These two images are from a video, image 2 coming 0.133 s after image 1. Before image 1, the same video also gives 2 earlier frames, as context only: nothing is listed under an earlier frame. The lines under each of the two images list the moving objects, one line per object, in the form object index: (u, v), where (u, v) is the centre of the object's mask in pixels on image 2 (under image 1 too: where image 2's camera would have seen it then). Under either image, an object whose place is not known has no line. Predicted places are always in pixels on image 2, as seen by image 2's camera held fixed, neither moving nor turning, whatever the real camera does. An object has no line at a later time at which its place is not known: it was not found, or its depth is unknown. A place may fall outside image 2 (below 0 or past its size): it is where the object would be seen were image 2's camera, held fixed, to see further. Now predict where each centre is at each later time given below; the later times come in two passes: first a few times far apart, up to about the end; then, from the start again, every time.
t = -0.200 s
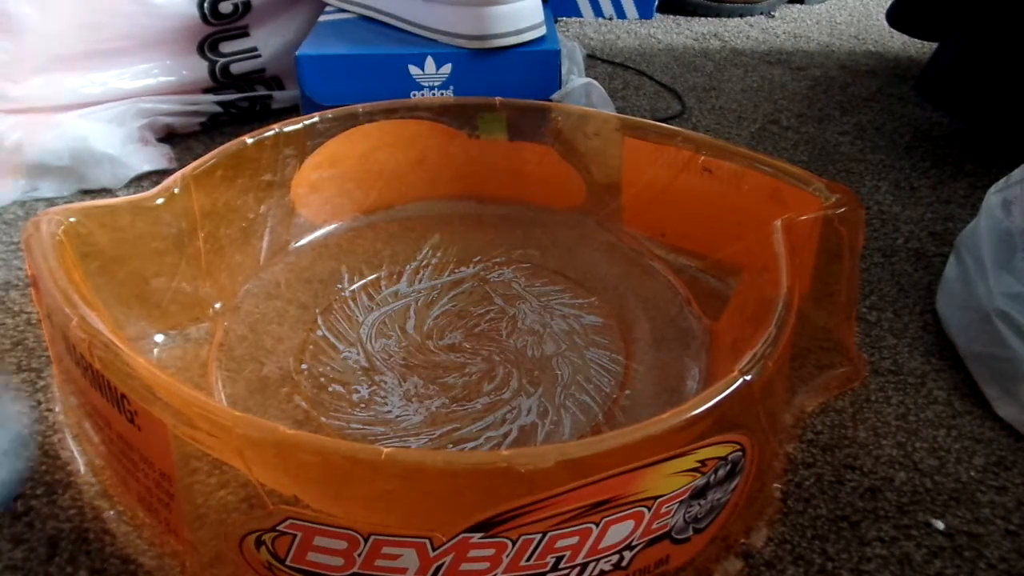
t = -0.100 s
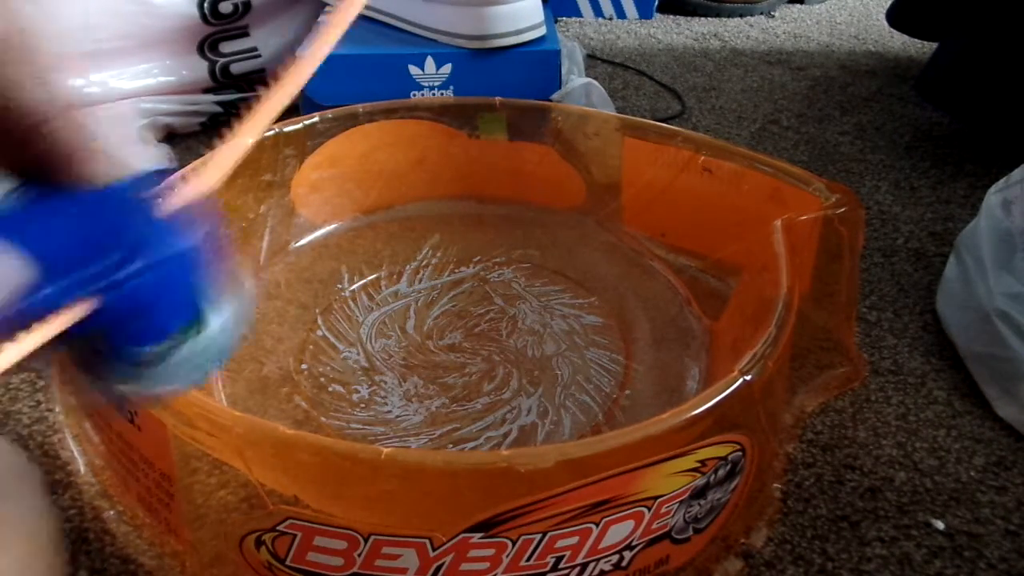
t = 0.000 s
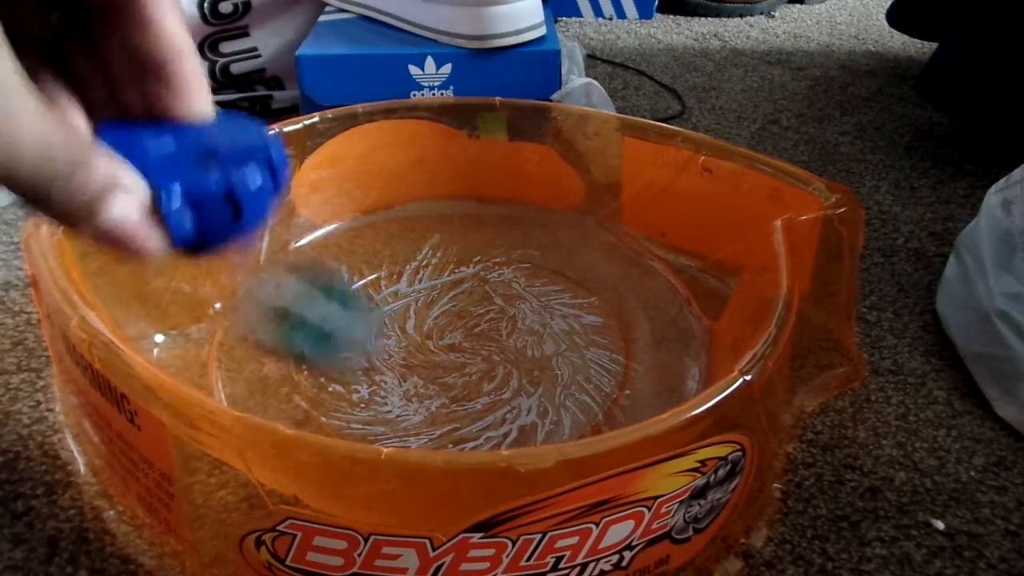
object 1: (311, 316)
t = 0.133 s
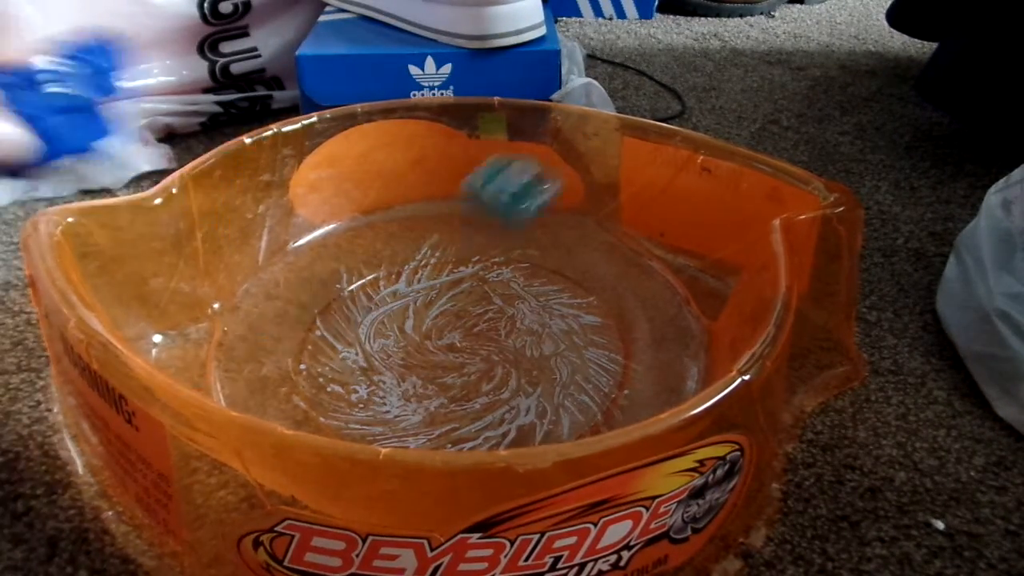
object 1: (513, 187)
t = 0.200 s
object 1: (588, 154)
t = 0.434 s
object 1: (515, 276)
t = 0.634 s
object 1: (497, 304)
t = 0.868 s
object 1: (505, 344)
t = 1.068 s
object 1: (517, 367)
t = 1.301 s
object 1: (514, 382)
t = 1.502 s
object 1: (498, 389)
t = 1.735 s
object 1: (473, 390)
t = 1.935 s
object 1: (447, 377)
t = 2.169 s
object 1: (418, 365)
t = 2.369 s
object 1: (404, 355)
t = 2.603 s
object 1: (398, 340)
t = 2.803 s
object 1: (402, 327)
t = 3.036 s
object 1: (414, 315)
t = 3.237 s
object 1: (427, 306)
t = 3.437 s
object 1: (450, 298)
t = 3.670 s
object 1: (483, 295)
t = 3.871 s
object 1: (499, 298)
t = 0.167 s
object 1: (553, 161)
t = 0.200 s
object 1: (588, 154)
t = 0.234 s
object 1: (619, 166)
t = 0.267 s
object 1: (615, 197)
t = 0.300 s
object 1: (601, 238)
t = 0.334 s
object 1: (581, 242)
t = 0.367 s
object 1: (557, 260)
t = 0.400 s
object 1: (533, 273)
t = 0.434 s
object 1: (515, 276)
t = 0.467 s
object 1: (503, 280)
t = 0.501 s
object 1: (499, 286)
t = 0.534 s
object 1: (497, 289)
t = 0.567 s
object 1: (495, 293)
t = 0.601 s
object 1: (496, 299)
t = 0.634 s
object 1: (497, 304)
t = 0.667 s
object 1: (498, 310)
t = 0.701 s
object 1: (498, 316)
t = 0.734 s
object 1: (500, 321)
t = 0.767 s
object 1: (501, 327)
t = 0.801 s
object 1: (502, 333)
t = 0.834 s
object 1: (503, 340)
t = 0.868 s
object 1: (505, 344)
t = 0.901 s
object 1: (507, 348)
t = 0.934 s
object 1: (510, 352)
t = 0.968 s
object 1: (512, 357)
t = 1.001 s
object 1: (513, 362)
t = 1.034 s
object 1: (516, 365)
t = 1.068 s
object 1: (517, 367)
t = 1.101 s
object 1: (518, 370)
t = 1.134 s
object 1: (519, 373)
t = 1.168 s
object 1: (519, 374)
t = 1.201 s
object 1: (518, 376)
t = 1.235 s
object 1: (518, 378)
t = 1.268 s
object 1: (516, 380)
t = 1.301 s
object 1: (514, 382)
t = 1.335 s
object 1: (512, 383)
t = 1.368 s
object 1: (510, 385)
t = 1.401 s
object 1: (508, 386)
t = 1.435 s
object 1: (505, 387)
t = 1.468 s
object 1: (501, 388)
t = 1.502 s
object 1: (498, 389)
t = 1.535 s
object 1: (494, 390)
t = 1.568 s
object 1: (491, 391)
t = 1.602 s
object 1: (488, 392)
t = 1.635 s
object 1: (484, 392)
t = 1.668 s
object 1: (480, 392)
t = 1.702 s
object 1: (476, 391)
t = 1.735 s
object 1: (473, 390)
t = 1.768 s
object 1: (469, 388)
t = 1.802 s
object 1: (465, 386)
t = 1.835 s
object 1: (460, 384)
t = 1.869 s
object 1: (455, 382)
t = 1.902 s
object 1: (452, 379)
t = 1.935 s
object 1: (447, 377)
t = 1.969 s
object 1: (443, 375)
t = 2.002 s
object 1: (439, 373)
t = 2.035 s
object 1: (434, 371)
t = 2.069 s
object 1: (429, 369)
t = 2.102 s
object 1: (425, 367)
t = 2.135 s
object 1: (421, 366)
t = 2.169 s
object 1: (418, 365)
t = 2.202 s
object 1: (415, 363)
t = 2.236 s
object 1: (412, 361)
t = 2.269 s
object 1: (410, 360)
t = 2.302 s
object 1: (407, 358)
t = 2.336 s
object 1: (405, 356)
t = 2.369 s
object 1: (404, 355)
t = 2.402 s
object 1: (402, 353)
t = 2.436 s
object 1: (401, 350)
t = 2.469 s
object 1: (400, 348)
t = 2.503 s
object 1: (399, 346)
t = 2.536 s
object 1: (399, 344)
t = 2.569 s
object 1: (399, 342)
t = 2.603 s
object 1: (398, 340)
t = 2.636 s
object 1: (398, 339)
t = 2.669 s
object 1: (398, 337)
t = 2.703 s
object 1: (400, 334)
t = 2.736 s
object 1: (400, 331)
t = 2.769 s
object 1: (401, 329)
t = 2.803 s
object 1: (402, 327)
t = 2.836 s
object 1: (404, 325)
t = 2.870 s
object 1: (405, 323)
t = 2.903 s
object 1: (406, 321)
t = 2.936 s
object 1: (408, 320)
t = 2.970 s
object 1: (410, 318)
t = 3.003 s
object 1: (412, 317)
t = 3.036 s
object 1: (414, 315)
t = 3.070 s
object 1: (415, 314)
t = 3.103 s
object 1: (417, 312)
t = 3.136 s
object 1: (419, 311)
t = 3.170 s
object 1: (421, 309)
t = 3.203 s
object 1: (423, 308)
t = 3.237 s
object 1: (427, 306)
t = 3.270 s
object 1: (430, 304)
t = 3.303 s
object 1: (433, 302)
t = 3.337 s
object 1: (437, 301)
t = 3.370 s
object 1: (441, 300)
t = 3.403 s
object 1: (447, 299)
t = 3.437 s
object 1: (450, 298)
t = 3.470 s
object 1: (455, 297)
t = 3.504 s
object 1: (459, 297)
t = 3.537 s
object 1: (463, 297)
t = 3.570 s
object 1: (469, 296)
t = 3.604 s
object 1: (474, 296)
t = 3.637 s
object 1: (478, 296)
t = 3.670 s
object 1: (483, 295)
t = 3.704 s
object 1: (486, 296)
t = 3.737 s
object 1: (489, 296)
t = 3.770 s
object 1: (491, 297)
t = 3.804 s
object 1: (494, 297)
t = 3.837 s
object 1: (497, 298)
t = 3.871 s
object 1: (499, 298)
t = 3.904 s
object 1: (501, 299)
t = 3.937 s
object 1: (503, 300)
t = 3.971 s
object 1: (505, 300)
